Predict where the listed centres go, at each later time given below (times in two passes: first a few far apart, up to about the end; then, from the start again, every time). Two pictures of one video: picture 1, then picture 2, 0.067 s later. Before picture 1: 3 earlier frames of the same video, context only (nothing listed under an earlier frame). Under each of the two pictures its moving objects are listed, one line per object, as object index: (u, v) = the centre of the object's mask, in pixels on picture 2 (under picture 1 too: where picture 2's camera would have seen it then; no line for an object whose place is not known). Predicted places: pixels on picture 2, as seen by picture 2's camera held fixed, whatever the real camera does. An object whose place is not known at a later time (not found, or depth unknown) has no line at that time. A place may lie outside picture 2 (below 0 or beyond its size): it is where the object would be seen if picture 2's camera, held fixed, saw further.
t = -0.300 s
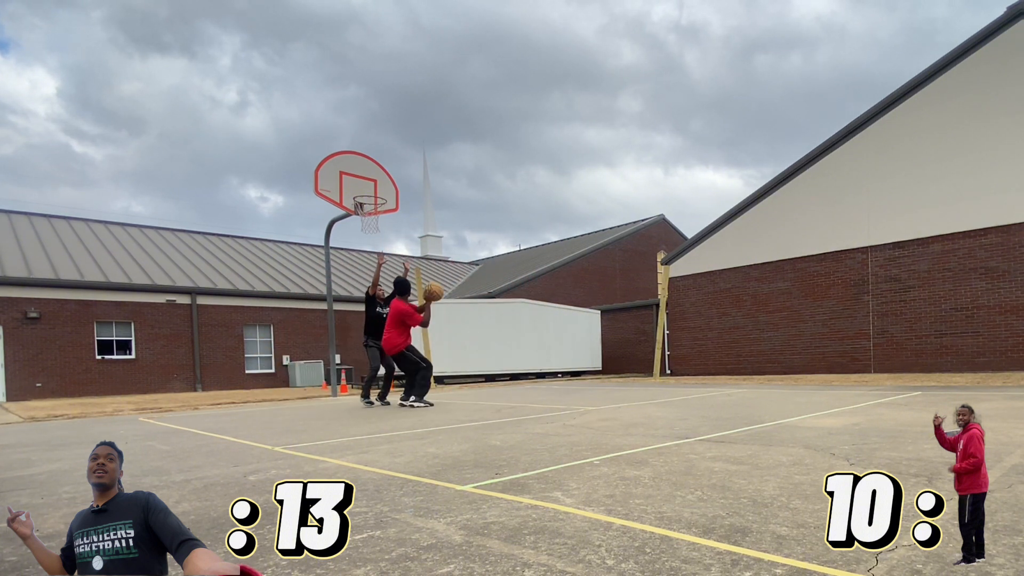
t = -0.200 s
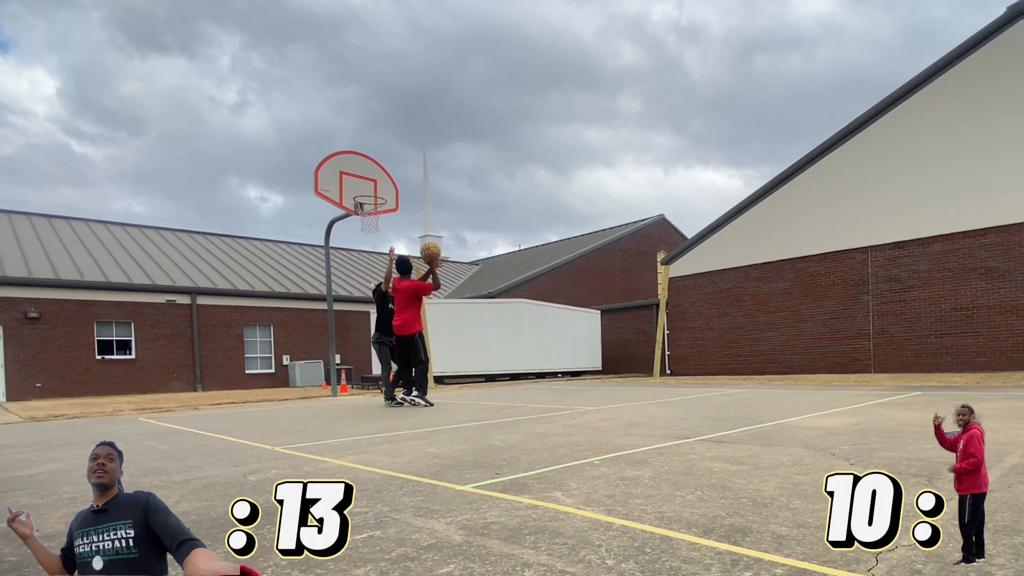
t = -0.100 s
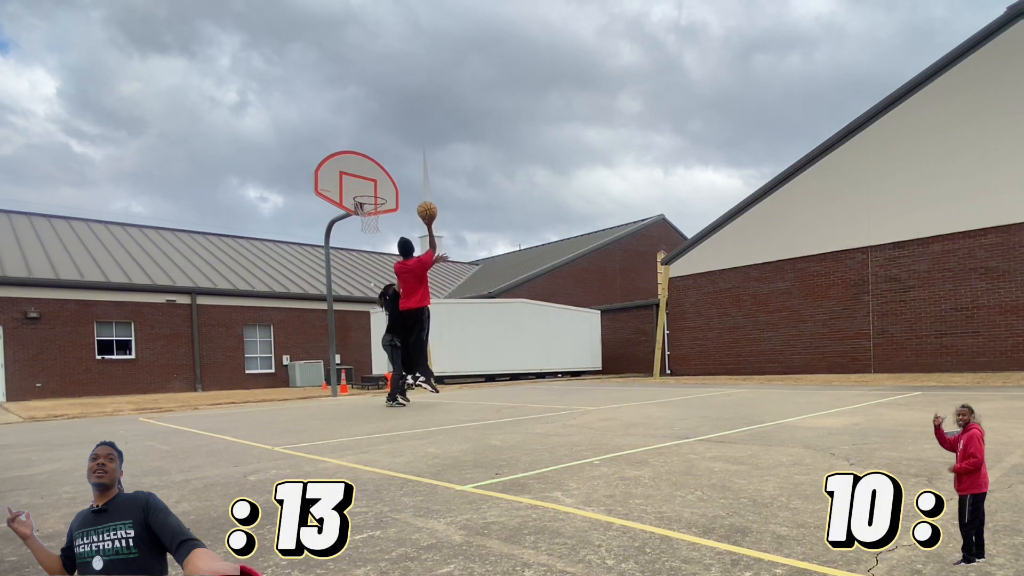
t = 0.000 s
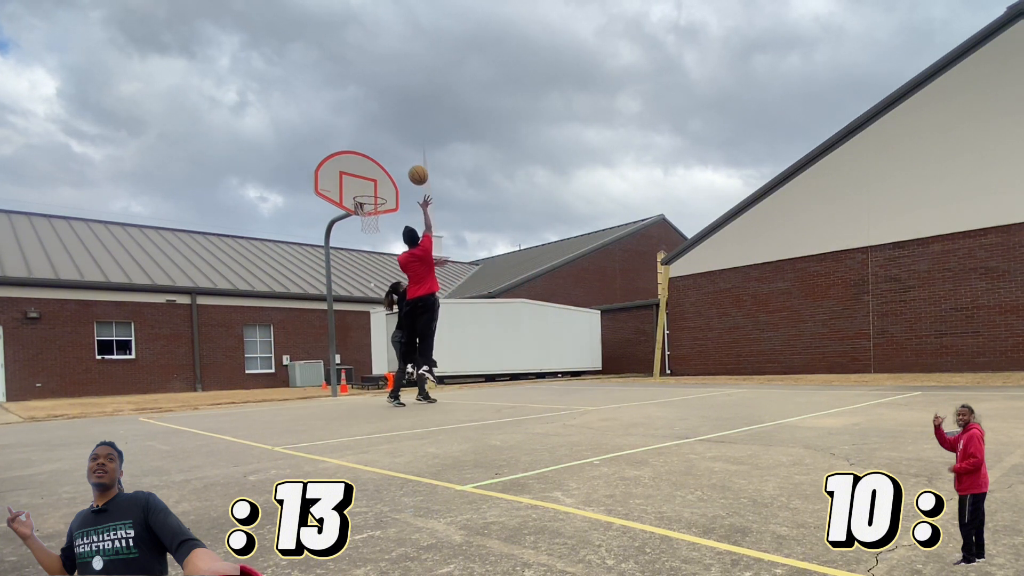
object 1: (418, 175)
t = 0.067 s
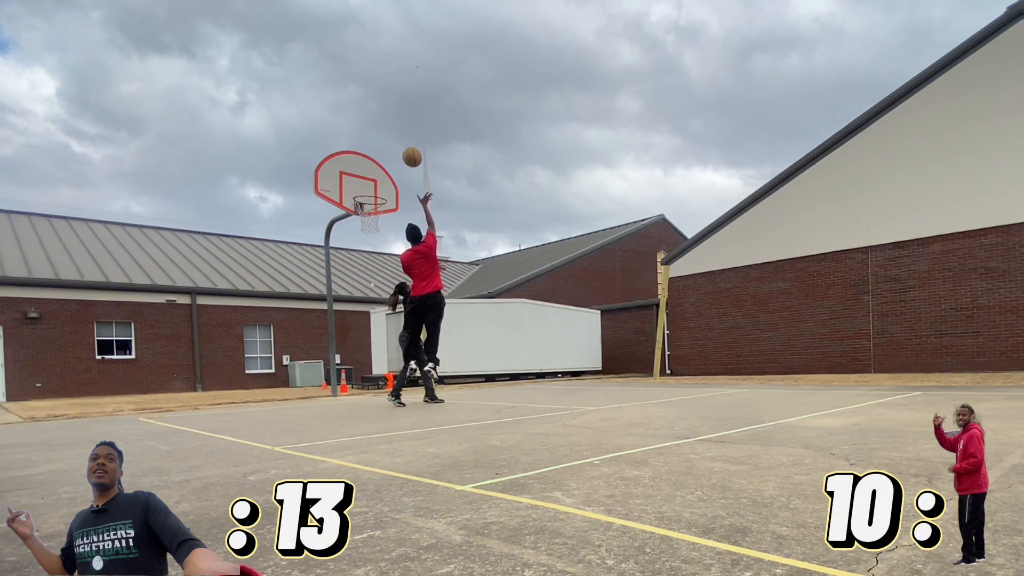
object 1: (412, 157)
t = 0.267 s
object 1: (397, 127)
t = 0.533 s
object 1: (381, 135)
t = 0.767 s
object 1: (370, 178)
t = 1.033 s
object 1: (378, 222)
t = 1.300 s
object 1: (389, 267)
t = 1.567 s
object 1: (401, 362)
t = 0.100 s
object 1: (409, 149)
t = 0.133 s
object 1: (407, 143)
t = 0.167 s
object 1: (404, 138)
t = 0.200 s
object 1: (402, 133)
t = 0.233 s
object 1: (399, 130)
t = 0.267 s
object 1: (397, 127)
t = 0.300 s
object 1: (395, 126)
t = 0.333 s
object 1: (392, 125)
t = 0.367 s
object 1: (390, 125)
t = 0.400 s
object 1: (388, 125)
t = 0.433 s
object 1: (386, 127)
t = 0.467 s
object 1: (385, 129)
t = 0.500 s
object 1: (383, 132)
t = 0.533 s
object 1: (381, 135)
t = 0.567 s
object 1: (379, 139)
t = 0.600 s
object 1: (378, 144)
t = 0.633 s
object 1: (376, 150)
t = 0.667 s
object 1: (375, 156)
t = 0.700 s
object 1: (373, 163)
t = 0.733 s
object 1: (372, 170)
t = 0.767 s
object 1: (370, 178)
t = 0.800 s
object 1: (369, 187)
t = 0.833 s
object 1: (368, 197)
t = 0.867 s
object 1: (367, 204)
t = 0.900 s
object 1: (371, 208)
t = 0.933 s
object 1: (374, 213)
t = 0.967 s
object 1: (376, 218)
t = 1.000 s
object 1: (377, 219)
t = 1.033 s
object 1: (378, 222)
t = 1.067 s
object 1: (379, 225)
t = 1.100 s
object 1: (381, 229)
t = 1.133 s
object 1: (382, 233)
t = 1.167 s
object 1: (383, 238)
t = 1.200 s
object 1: (385, 245)
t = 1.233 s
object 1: (386, 251)
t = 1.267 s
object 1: (388, 259)
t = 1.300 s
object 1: (389, 267)
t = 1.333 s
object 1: (391, 276)
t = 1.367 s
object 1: (392, 286)
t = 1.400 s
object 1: (394, 297)
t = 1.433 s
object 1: (395, 308)
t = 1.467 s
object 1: (397, 320)
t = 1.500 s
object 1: (399, 333)
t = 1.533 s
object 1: (400, 347)
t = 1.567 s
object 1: (401, 362)
